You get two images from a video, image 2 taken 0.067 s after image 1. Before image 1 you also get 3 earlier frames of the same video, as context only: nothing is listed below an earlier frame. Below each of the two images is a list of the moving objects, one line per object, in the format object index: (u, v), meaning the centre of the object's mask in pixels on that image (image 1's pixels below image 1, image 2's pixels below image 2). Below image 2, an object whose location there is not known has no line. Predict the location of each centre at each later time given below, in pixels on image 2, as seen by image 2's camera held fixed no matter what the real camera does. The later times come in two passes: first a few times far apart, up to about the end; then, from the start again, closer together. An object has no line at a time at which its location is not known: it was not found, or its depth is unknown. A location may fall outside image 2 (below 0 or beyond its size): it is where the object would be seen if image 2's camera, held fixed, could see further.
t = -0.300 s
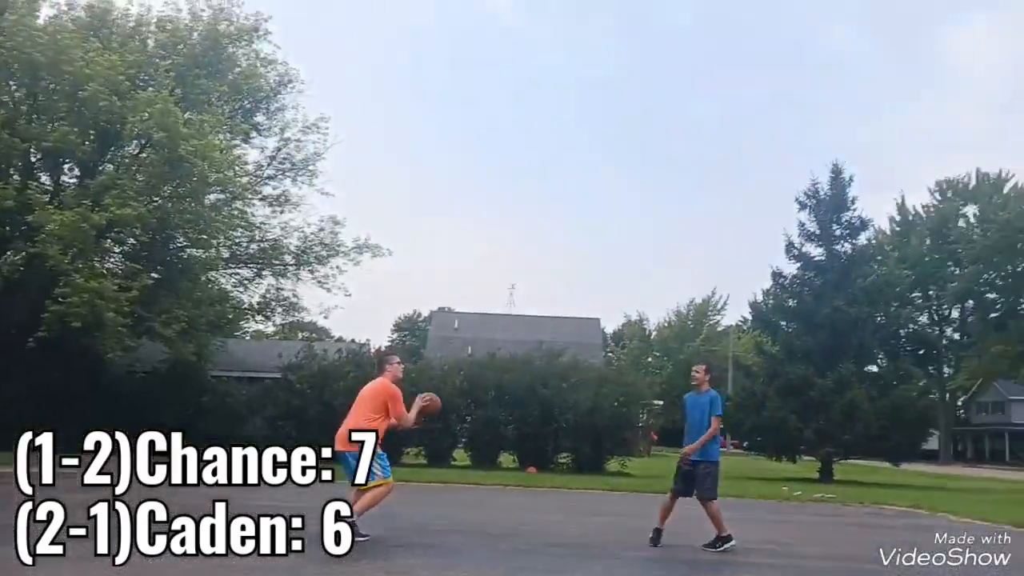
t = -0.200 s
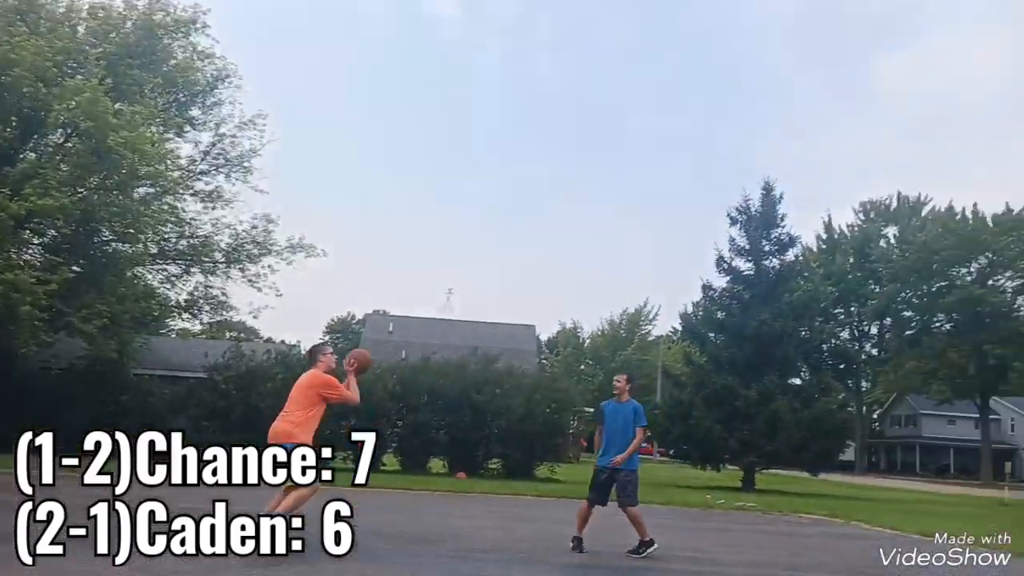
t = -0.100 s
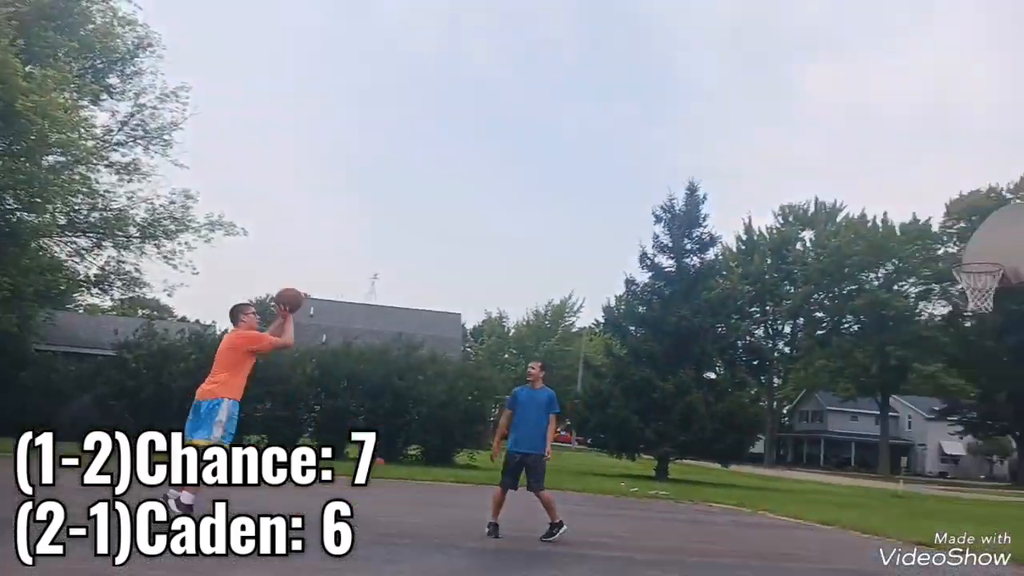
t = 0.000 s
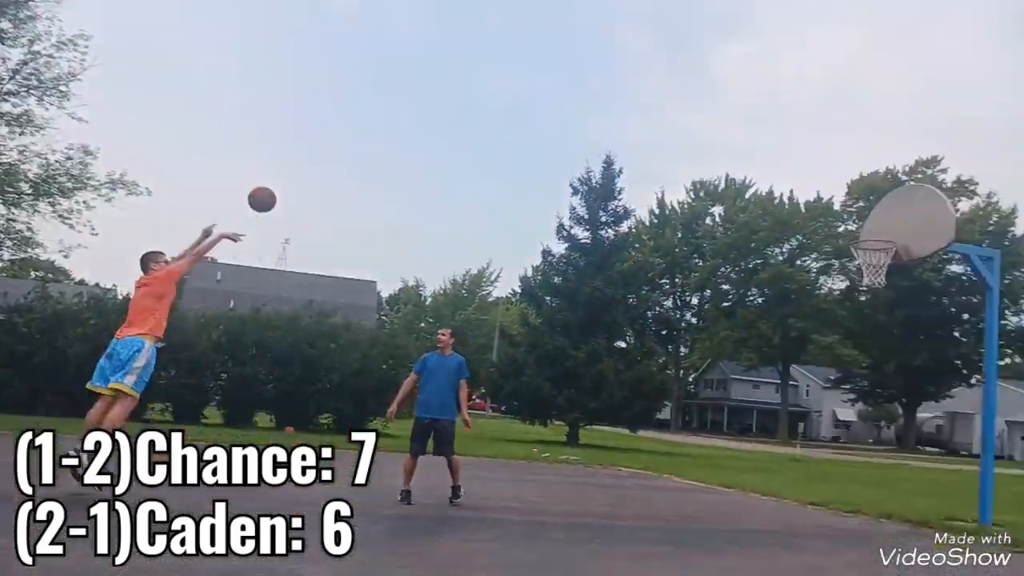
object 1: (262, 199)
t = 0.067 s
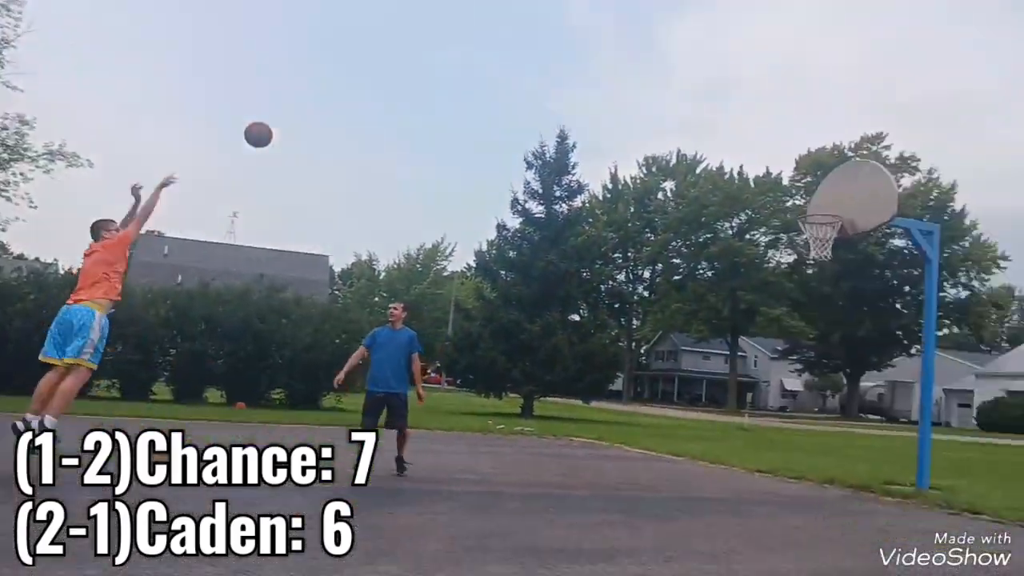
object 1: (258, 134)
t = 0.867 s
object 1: (676, 72)
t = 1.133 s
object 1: (773, 172)
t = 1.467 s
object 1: (837, 273)
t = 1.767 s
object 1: (855, 409)
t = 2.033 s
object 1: (865, 447)
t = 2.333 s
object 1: (859, 344)
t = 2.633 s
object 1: (851, 336)
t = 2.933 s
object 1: (842, 441)
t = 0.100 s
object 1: (281, 116)
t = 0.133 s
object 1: (303, 99)
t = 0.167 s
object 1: (324, 82)
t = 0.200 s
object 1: (343, 70)
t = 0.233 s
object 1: (362, 58)
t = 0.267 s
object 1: (381, 50)
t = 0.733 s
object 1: (622, 40)
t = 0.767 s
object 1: (636, 46)
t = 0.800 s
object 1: (650, 53)
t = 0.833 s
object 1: (663, 62)
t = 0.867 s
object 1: (676, 72)
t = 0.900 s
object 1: (689, 81)
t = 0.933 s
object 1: (702, 92)
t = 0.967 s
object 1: (714, 104)
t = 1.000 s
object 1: (726, 116)
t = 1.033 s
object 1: (738, 129)
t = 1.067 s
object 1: (750, 143)
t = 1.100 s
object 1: (761, 158)
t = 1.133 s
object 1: (773, 172)
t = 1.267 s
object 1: (822, 227)
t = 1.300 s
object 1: (829, 233)
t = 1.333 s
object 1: (839, 230)
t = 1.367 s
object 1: (836, 261)
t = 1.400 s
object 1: (835, 261)
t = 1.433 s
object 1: (837, 269)
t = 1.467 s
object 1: (837, 273)
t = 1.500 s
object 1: (838, 280)
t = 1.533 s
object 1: (840, 291)
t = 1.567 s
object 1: (843, 301)
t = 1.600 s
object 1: (844, 316)
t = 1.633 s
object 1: (846, 331)
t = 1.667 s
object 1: (848, 345)
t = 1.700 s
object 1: (850, 363)
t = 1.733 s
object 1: (852, 383)
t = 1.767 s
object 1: (855, 409)
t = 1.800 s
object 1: (858, 428)
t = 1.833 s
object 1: (859, 450)
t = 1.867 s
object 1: (862, 478)
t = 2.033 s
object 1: (865, 447)
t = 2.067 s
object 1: (865, 431)
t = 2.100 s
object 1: (865, 419)
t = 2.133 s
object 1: (866, 404)
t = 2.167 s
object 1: (866, 392)
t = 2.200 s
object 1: (862, 378)
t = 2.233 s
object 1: (860, 370)
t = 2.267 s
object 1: (859, 359)
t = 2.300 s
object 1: (859, 351)
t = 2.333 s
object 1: (859, 344)
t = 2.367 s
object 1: (859, 338)
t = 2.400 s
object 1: (858, 334)
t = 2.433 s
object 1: (856, 331)
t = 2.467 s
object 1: (856, 329)
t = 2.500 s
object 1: (855, 327)
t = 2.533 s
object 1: (855, 327)
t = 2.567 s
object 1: (854, 329)
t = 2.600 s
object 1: (853, 331)
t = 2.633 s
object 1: (851, 336)
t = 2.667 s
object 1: (850, 342)
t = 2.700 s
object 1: (849, 347)
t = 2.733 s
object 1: (847, 358)
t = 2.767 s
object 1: (845, 368)
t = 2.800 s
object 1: (845, 378)
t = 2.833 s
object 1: (843, 392)
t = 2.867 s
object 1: (845, 412)
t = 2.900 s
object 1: (844, 426)
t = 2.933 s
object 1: (842, 441)
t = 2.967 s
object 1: (840, 460)
